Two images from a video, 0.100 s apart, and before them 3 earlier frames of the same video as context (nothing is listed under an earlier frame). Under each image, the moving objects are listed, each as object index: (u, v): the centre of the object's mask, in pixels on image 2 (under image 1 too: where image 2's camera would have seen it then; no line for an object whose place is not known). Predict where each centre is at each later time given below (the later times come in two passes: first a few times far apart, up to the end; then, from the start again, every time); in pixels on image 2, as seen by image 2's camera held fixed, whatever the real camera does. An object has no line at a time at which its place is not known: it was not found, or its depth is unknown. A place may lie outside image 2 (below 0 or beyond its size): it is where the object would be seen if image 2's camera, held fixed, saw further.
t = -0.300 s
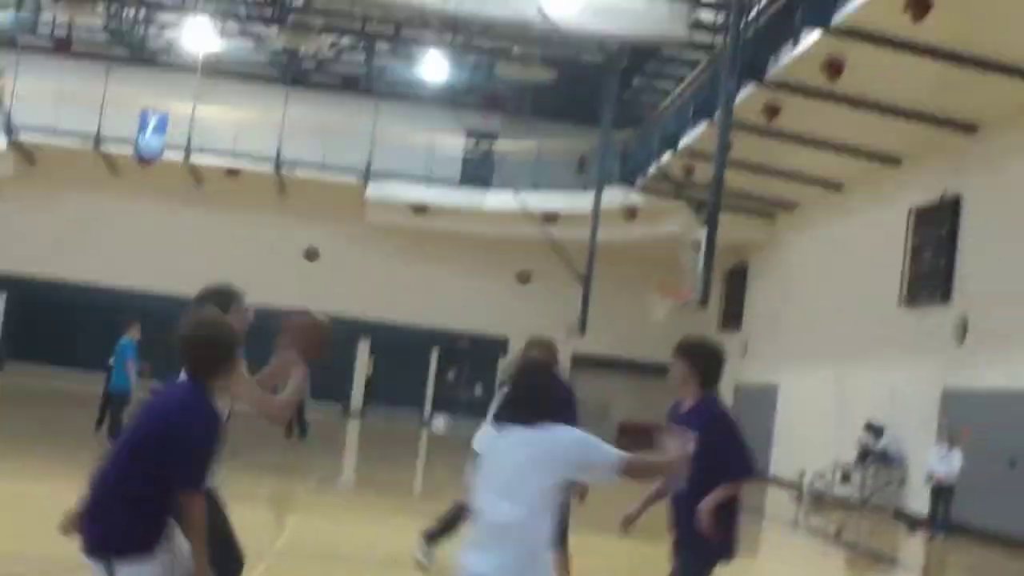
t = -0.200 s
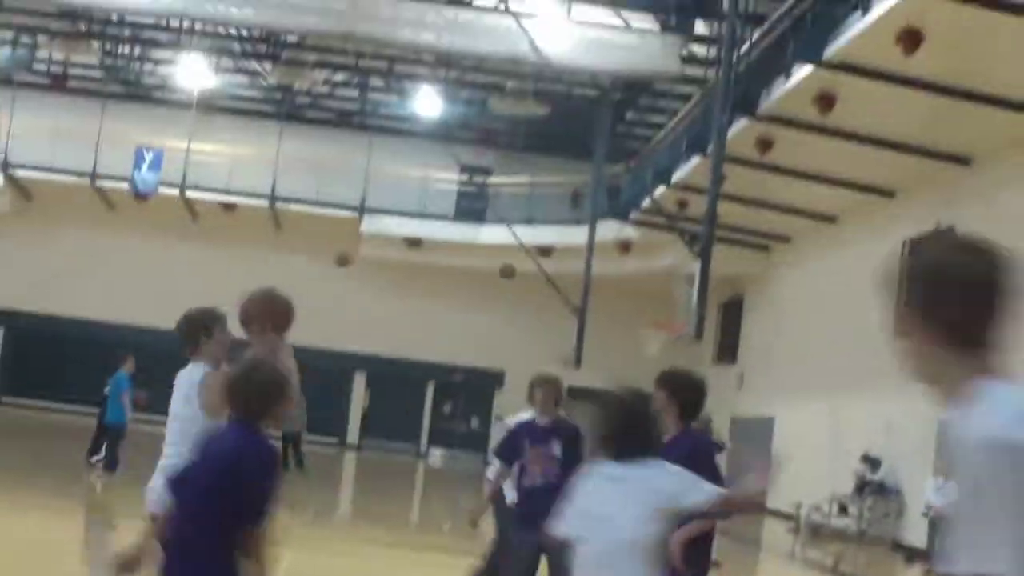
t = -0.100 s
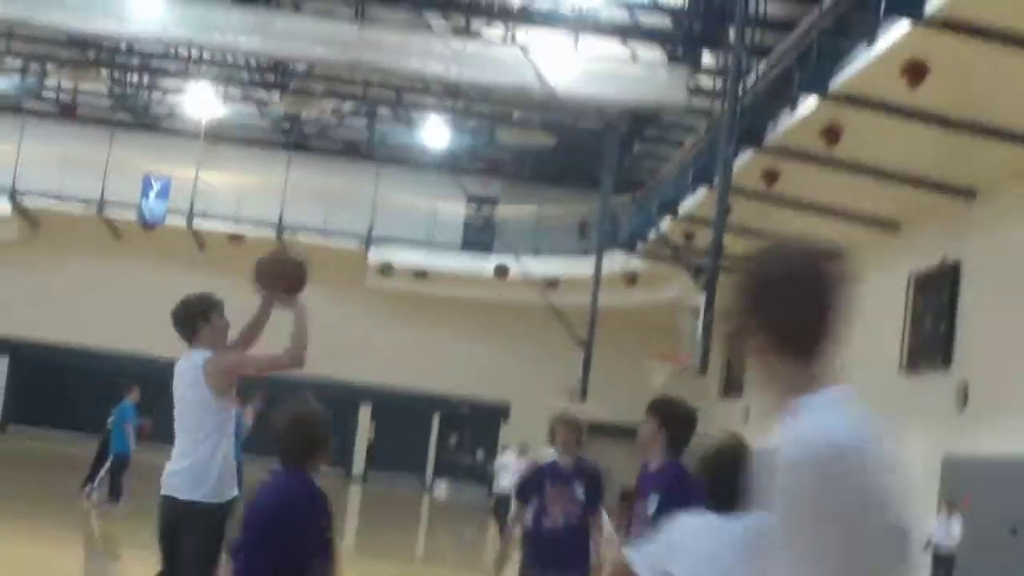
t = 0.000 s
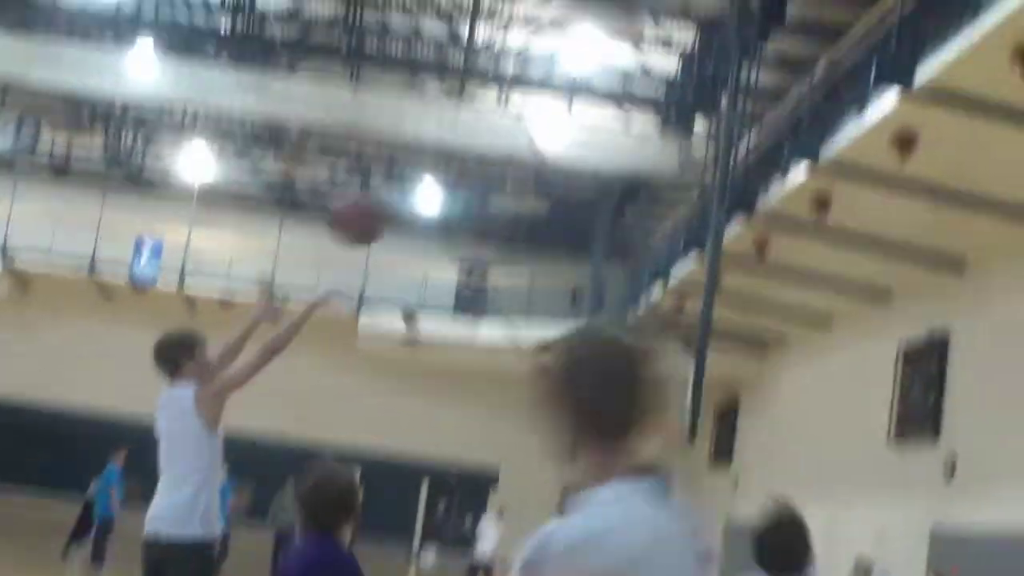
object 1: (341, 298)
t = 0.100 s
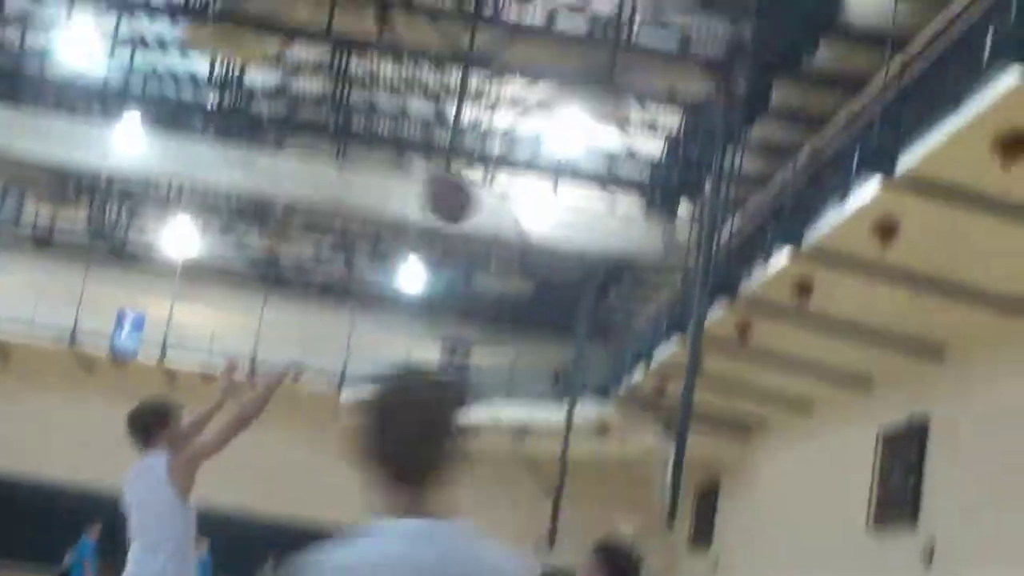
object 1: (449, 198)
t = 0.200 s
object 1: (549, 120)
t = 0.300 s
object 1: (641, 73)
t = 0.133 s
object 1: (484, 173)
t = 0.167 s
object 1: (517, 148)
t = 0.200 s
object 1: (549, 120)
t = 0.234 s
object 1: (582, 100)
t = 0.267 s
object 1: (609, 87)
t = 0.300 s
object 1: (641, 73)
